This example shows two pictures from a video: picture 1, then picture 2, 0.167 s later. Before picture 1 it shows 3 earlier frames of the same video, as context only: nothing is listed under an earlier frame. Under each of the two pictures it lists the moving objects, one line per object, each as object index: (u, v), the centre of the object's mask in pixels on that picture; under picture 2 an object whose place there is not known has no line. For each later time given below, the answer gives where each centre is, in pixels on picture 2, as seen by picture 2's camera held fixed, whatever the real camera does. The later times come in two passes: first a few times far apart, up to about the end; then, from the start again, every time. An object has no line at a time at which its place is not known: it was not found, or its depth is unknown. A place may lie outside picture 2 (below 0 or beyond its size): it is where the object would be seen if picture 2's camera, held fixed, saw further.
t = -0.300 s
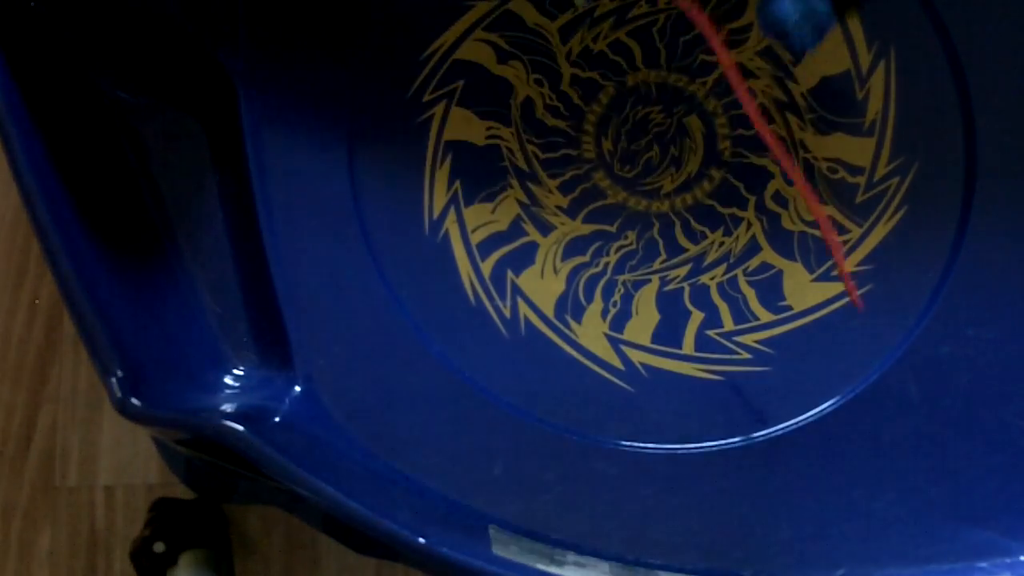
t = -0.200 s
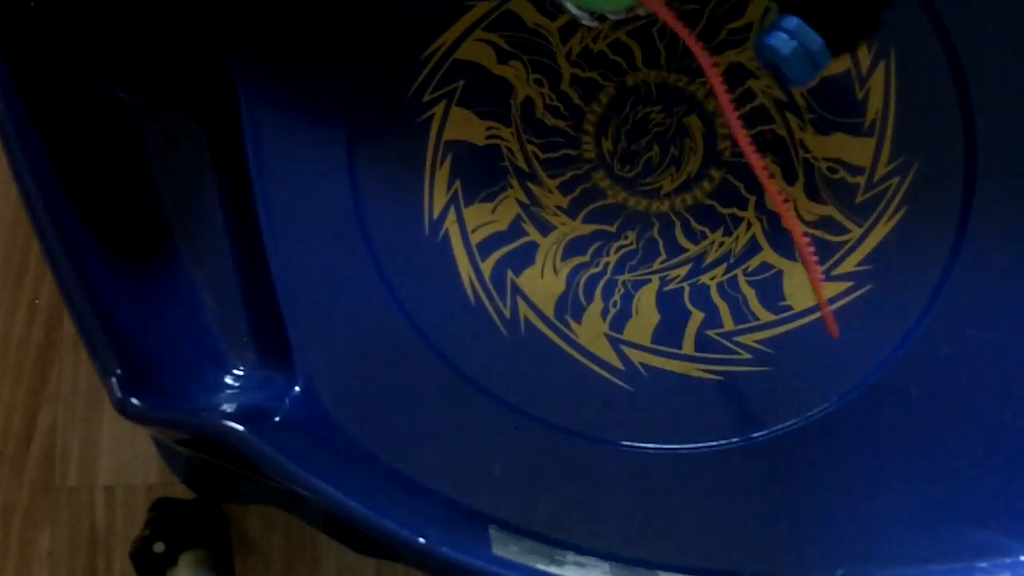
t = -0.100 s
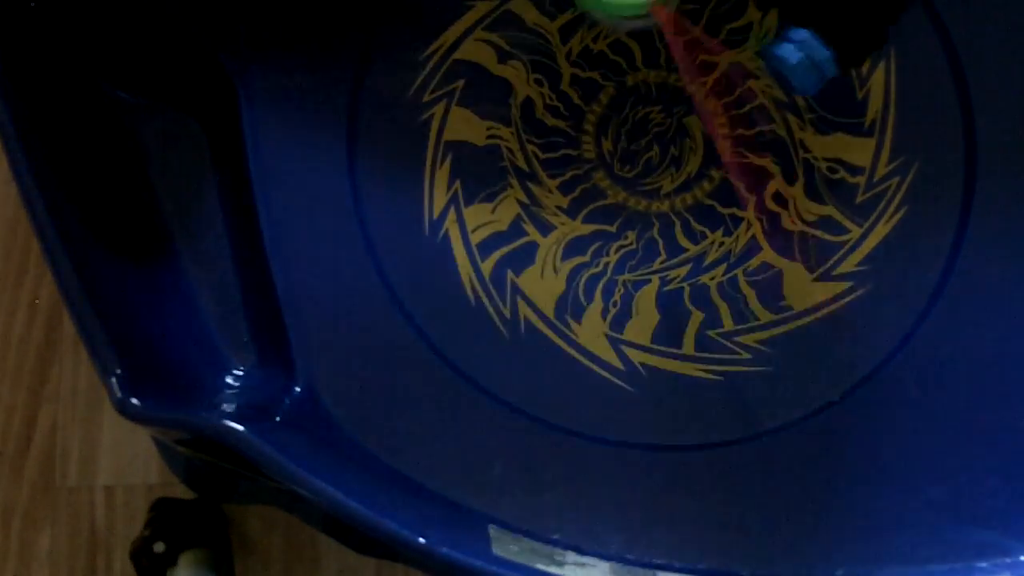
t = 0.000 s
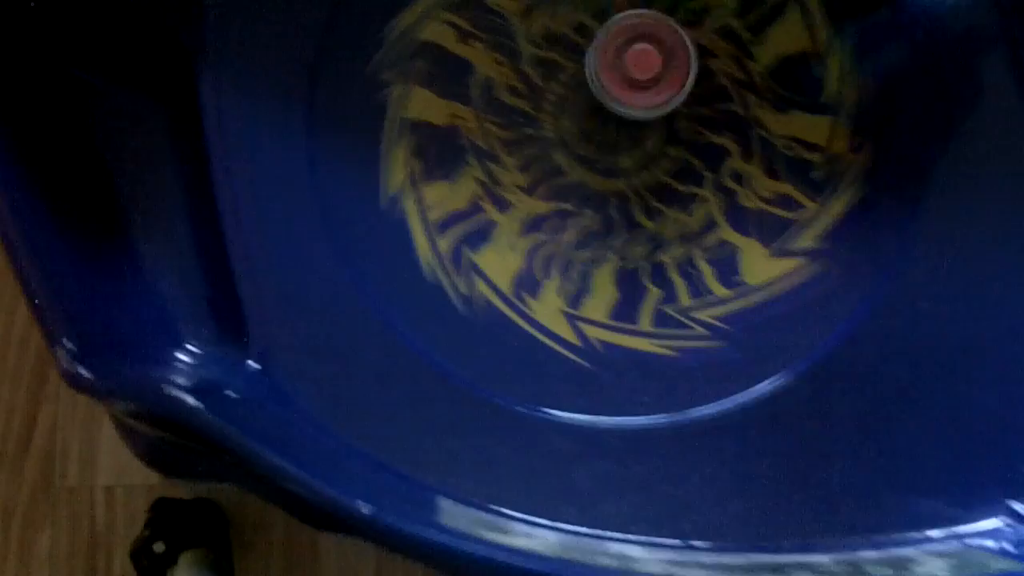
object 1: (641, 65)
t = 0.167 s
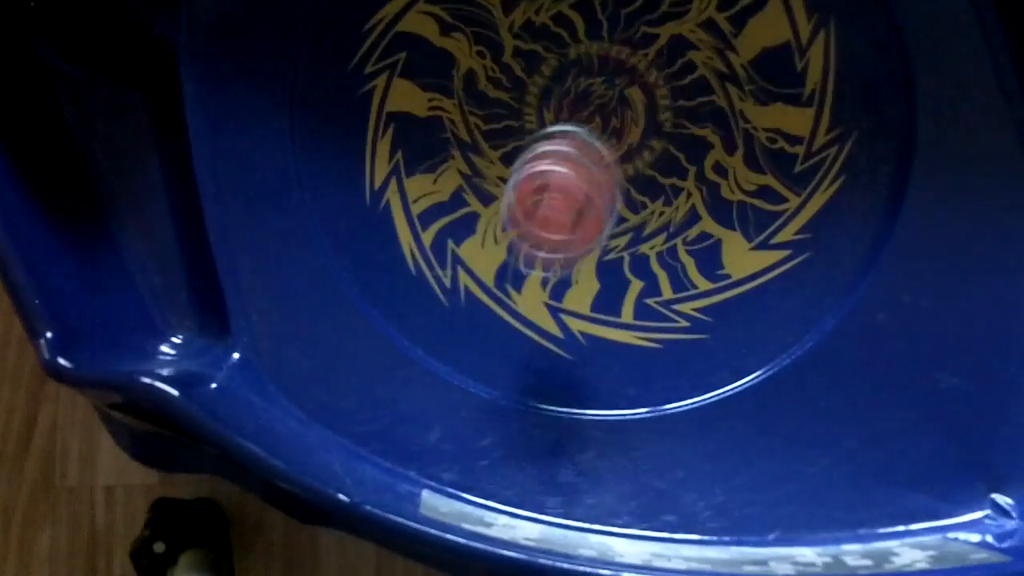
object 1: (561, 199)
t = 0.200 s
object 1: (540, 248)
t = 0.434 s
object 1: (463, 292)
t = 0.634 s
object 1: (514, 300)
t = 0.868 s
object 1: (565, 317)
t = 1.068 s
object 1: (602, 297)
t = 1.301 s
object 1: (619, 222)
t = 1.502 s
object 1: (608, 156)
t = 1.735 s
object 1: (595, 88)
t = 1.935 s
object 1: (589, 46)
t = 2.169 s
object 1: (591, 29)
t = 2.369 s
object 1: (600, 27)
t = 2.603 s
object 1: (621, 34)
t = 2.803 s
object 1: (639, 50)
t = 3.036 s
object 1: (656, 92)
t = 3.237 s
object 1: (662, 128)
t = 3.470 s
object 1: (650, 161)
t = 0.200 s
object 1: (540, 248)
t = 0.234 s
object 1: (521, 261)
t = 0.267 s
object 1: (496, 271)
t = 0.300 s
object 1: (477, 283)
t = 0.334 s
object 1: (467, 287)
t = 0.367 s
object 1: (463, 289)
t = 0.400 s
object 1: (461, 292)
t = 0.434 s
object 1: (463, 292)
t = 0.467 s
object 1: (469, 293)
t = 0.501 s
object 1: (477, 294)
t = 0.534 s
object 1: (486, 295)
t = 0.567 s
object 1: (495, 297)
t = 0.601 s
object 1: (505, 299)
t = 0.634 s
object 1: (514, 300)
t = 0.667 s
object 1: (524, 303)
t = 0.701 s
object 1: (532, 305)
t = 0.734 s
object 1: (540, 309)
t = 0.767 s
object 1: (546, 312)
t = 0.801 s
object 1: (552, 315)
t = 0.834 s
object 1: (559, 316)
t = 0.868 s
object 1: (565, 317)
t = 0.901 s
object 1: (571, 317)
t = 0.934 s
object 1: (577, 315)
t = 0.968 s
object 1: (585, 313)
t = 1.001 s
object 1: (591, 310)
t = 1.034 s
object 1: (597, 304)
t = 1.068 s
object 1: (602, 297)
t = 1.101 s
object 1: (607, 289)
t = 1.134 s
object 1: (611, 278)
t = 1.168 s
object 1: (615, 267)
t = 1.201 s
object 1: (616, 256)
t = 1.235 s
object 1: (618, 245)
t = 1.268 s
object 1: (618, 234)
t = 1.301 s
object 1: (619, 222)
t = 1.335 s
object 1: (618, 211)
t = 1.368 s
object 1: (617, 200)
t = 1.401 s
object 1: (615, 189)
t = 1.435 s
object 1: (613, 178)
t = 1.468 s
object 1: (611, 167)
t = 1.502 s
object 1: (608, 156)
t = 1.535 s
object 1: (606, 146)
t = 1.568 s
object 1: (604, 135)
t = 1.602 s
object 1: (602, 125)
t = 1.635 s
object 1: (600, 115)
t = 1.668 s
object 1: (598, 107)
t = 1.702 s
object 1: (596, 98)
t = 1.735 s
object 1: (595, 88)
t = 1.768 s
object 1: (593, 80)
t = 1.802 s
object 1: (592, 72)
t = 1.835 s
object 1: (591, 64)
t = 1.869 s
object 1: (590, 57)
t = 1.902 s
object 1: (590, 50)
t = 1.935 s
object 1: (589, 46)
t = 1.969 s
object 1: (588, 41)
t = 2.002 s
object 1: (588, 38)
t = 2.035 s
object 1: (588, 36)
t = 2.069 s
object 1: (589, 33)
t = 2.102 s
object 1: (589, 32)
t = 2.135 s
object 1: (590, 30)
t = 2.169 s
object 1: (591, 29)
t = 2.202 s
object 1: (591, 29)
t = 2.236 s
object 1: (593, 28)
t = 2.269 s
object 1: (594, 27)
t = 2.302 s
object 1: (595, 27)
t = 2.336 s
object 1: (598, 27)
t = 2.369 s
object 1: (600, 27)
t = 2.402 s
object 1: (603, 28)
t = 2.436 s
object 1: (606, 28)
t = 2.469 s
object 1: (608, 29)
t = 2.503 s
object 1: (611, 30)
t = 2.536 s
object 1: (614, 31)
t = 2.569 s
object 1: (617, 33)
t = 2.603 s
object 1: (621, 34)
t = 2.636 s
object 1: (624, 36)
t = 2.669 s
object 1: (627, 38)
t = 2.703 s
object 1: (631, 40)
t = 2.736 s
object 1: (633, 43)
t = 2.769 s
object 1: (636, 46)
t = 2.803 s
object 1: (639, 50)
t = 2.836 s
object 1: (642, 55)
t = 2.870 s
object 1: (645, 60)
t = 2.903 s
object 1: (648, 67)
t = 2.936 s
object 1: (650, 73)
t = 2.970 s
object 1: (652, 79)
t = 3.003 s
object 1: (654, 85)
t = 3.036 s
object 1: (656, 92)
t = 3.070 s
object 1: (658, 98)
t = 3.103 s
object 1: (659, 105)
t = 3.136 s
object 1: (660, 111)
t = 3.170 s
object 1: (661, 117)
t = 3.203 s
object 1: (661, 122)
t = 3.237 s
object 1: (662, 128)
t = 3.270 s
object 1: (661, 134)
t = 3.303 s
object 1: (660, 139)
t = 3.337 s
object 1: (658, 145)
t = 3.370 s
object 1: (657, 149)
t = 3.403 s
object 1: (655, 153)
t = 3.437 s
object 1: (652, 158)
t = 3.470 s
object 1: (650, 161)
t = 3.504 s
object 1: (647, 165)
